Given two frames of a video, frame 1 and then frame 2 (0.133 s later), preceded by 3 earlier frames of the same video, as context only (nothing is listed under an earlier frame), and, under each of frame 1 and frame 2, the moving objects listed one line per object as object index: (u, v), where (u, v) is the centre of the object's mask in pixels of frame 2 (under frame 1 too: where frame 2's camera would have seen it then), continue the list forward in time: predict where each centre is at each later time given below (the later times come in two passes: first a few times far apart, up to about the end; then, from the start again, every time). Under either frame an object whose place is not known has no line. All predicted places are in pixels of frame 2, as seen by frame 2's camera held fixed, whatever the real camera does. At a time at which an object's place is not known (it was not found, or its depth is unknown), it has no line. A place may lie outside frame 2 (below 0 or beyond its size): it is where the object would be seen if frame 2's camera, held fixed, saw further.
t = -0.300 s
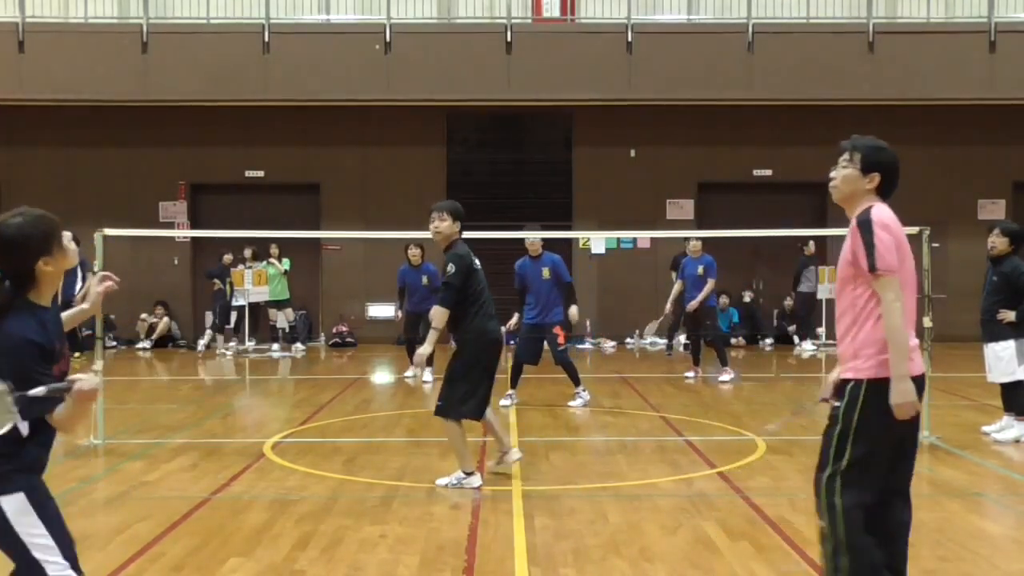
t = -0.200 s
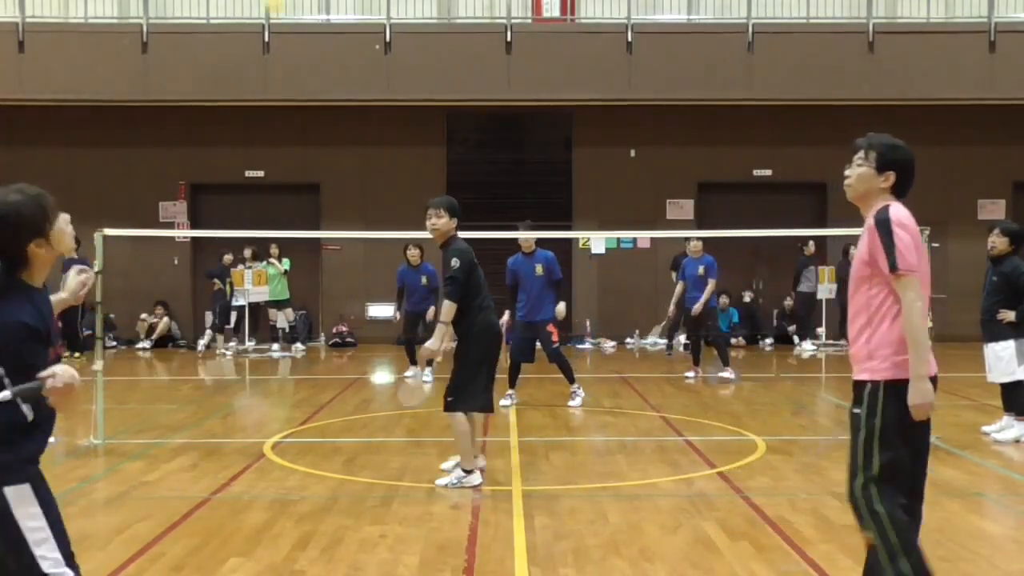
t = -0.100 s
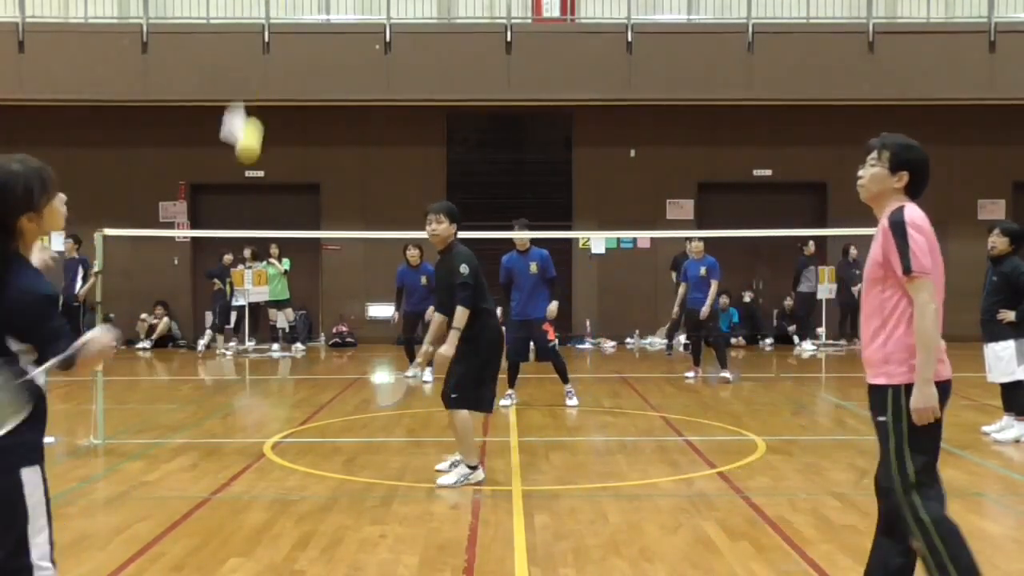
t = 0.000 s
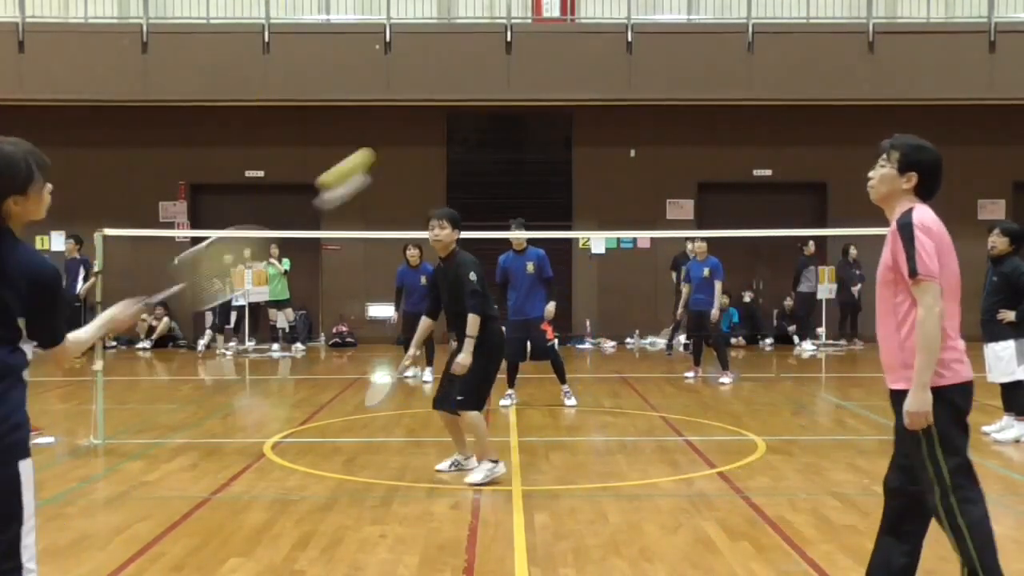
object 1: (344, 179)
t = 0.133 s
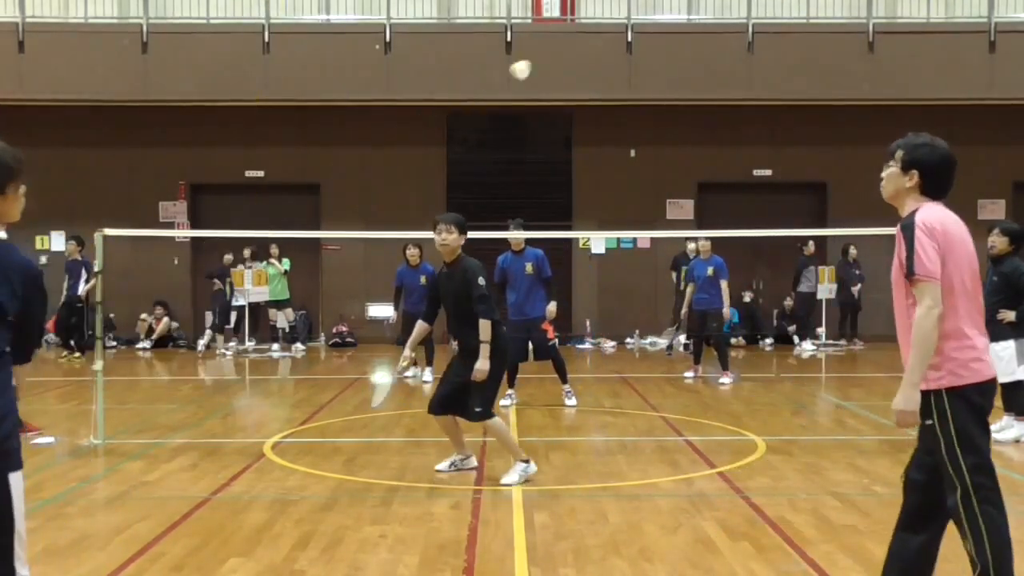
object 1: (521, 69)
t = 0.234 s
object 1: (567, 56)
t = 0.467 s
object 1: (622, 84)
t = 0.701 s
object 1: (646, 156)
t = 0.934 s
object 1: (663, 246)
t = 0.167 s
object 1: (537, 62)
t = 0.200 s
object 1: (554, 57)
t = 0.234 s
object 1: (567, 56)
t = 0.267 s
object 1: (582, 59)
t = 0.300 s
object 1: (592, 62)
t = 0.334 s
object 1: (599, 65)
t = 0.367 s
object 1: (605, 68)
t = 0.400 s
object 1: (611, 72)
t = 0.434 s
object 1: (616, 77)
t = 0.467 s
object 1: (622, 84)
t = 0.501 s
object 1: (627, 93)
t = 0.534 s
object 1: (631, 102)
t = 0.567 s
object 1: (634, 111)
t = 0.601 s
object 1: (638, 123)
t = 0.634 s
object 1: (641, 134)
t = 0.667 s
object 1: (643, 146)
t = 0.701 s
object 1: (646, 156)
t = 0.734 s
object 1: (649, 168)
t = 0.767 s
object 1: (652, 179)
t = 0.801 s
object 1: (654, 191)
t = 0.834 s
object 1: (657, 203)
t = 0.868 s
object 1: (659, 217)
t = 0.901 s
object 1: (662, 227)
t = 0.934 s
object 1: (663, 246)
